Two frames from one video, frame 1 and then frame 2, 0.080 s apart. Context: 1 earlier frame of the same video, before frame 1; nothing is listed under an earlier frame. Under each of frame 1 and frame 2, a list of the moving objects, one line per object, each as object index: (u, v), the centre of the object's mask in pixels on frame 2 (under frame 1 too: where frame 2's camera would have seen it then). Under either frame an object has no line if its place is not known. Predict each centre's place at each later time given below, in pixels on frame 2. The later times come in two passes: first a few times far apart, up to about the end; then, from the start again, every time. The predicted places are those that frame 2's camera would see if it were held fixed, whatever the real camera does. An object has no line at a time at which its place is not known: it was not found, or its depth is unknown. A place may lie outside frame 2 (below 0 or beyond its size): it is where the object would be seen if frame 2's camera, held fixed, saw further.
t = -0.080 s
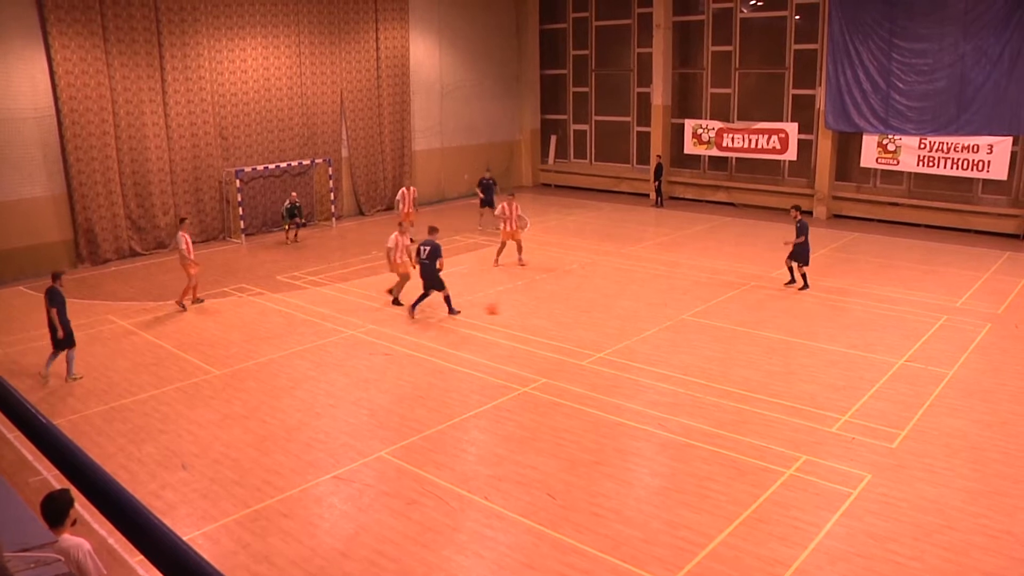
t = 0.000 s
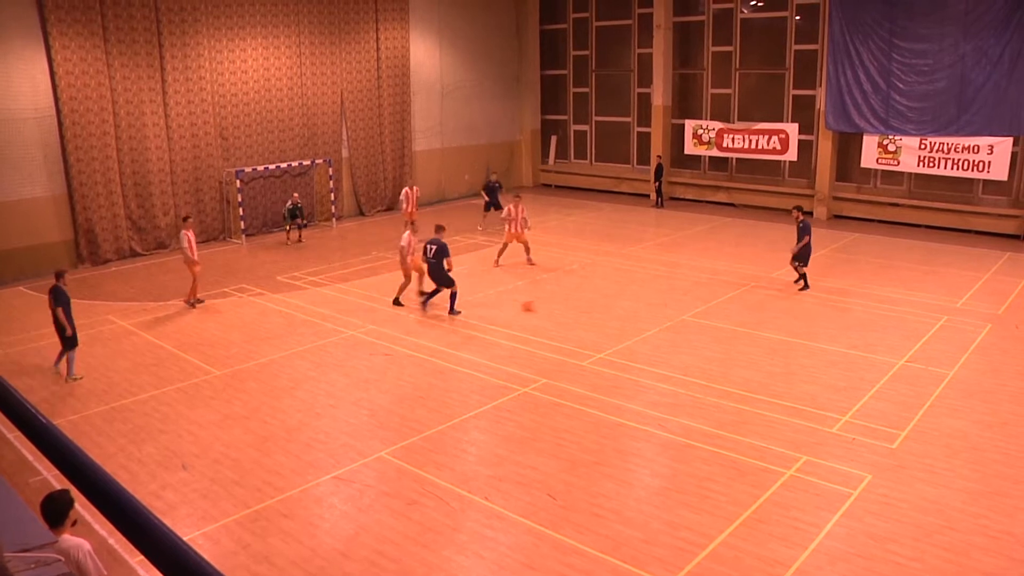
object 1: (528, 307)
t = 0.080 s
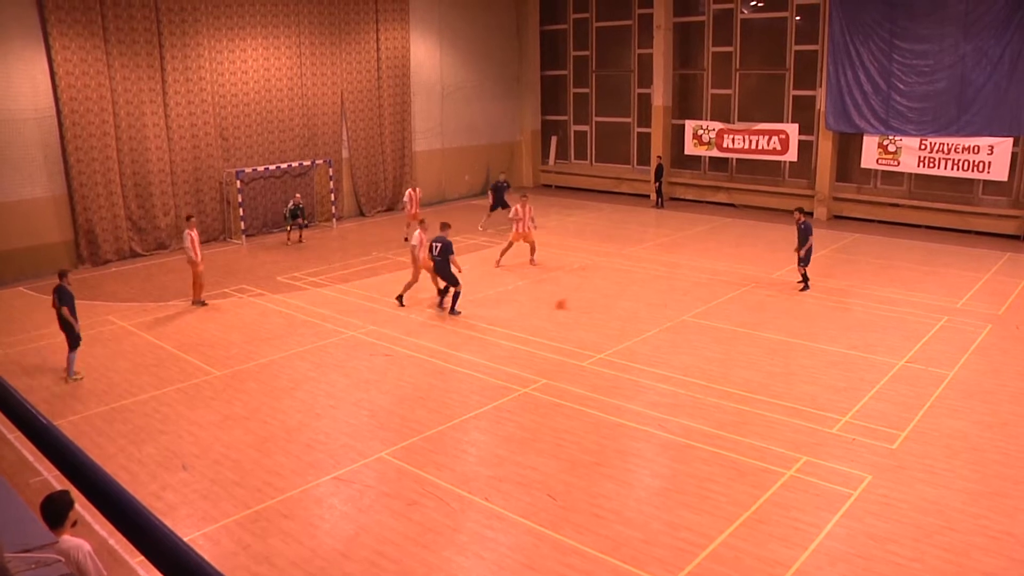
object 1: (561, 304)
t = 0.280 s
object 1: (633, 298)
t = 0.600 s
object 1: (722, 291)
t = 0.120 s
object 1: (576, 303)
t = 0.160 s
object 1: (592, 301)
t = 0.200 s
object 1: (606, 300)
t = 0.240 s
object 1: (620, 299)
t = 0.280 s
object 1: (633, 298)
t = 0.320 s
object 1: (646, 297)
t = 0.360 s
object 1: (658, 296)
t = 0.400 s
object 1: (670, 295)
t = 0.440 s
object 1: (682, 294)
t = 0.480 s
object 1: (691, 293)
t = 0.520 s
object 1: (702, 292)
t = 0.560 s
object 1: (712, 291)
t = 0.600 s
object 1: (722, 291)
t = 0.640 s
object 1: (731, 289)
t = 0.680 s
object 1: (740, 289)
